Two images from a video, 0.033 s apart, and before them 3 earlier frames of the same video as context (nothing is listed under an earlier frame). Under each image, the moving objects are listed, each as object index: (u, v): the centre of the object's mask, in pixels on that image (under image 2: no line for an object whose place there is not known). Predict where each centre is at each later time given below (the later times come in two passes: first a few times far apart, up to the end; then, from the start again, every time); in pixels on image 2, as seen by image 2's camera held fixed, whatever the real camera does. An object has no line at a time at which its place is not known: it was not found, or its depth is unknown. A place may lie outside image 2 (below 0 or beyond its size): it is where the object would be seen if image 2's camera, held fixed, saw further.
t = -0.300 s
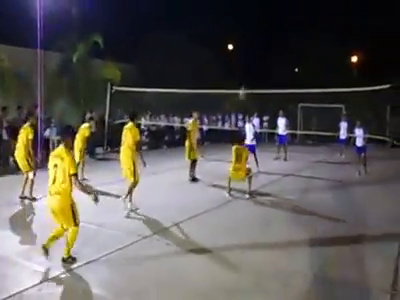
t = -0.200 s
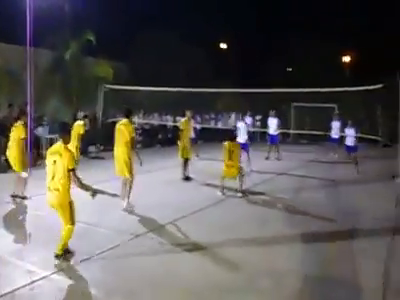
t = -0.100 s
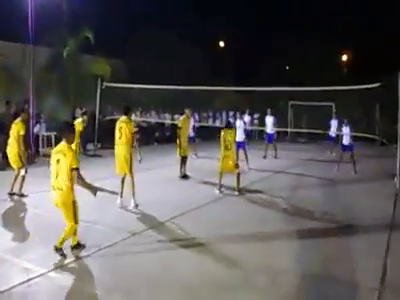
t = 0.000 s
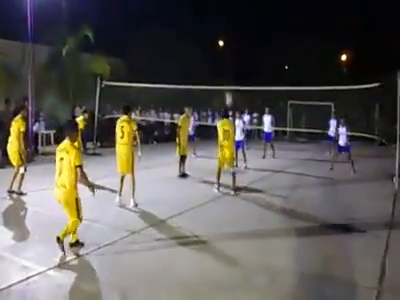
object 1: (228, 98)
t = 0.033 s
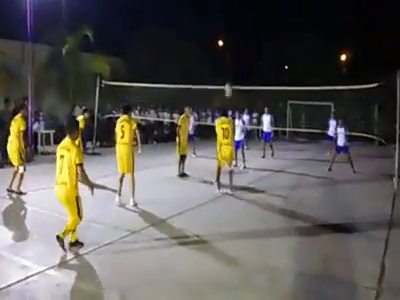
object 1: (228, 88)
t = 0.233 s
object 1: (228, 46)
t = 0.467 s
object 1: (229, 25)
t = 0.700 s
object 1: (228, 31)
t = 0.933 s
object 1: (226, 65)
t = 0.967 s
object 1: (226, 72)
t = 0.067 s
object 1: (228, 79)
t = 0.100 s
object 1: (228, 73)
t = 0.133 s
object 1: (228, 65)
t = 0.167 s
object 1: (228, 58)
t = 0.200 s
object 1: (228, 51)
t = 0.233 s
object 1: (228, 46)
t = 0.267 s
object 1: (228, 42)
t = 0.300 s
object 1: (228, 36)
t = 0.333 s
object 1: (229, 33)
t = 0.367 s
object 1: (229, 30)
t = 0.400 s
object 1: (229, 28)
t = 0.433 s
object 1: (229, 26)
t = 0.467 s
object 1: (229, 25)
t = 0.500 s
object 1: (229, 24)
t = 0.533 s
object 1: (229, 24)
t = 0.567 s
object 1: (228, 24)
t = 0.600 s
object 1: (228, 25)
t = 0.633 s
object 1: (228, 27)
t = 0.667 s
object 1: (228, 28)
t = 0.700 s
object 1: (228, 31)
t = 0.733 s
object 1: (227, 34)
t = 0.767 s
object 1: (227, 36)
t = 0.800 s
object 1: (227, 41)
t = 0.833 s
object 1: (227, 47)
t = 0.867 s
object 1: (226, 52)
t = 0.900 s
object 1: (226, 58)
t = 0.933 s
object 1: (226, 65)
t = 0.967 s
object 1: (226, 72)
